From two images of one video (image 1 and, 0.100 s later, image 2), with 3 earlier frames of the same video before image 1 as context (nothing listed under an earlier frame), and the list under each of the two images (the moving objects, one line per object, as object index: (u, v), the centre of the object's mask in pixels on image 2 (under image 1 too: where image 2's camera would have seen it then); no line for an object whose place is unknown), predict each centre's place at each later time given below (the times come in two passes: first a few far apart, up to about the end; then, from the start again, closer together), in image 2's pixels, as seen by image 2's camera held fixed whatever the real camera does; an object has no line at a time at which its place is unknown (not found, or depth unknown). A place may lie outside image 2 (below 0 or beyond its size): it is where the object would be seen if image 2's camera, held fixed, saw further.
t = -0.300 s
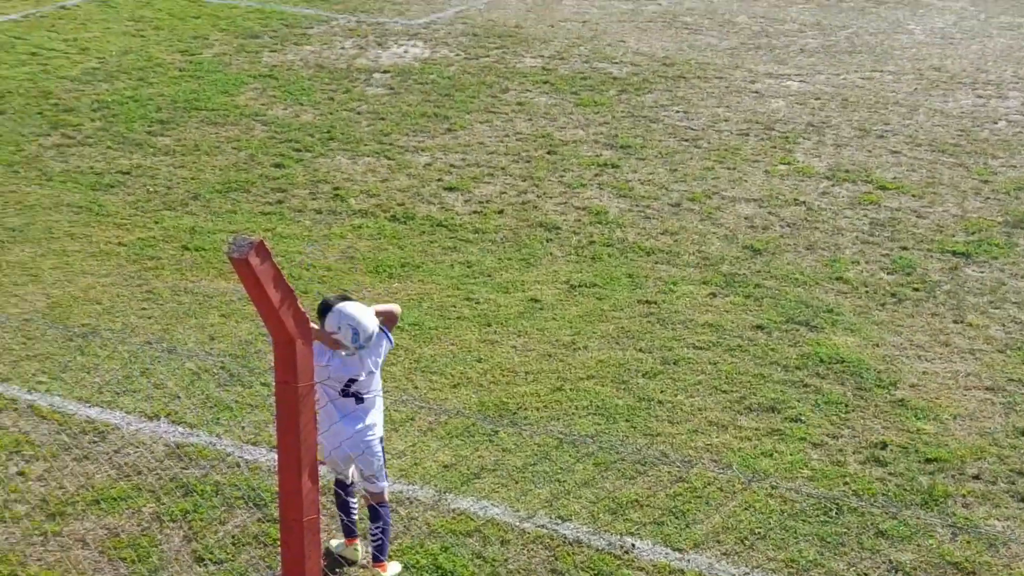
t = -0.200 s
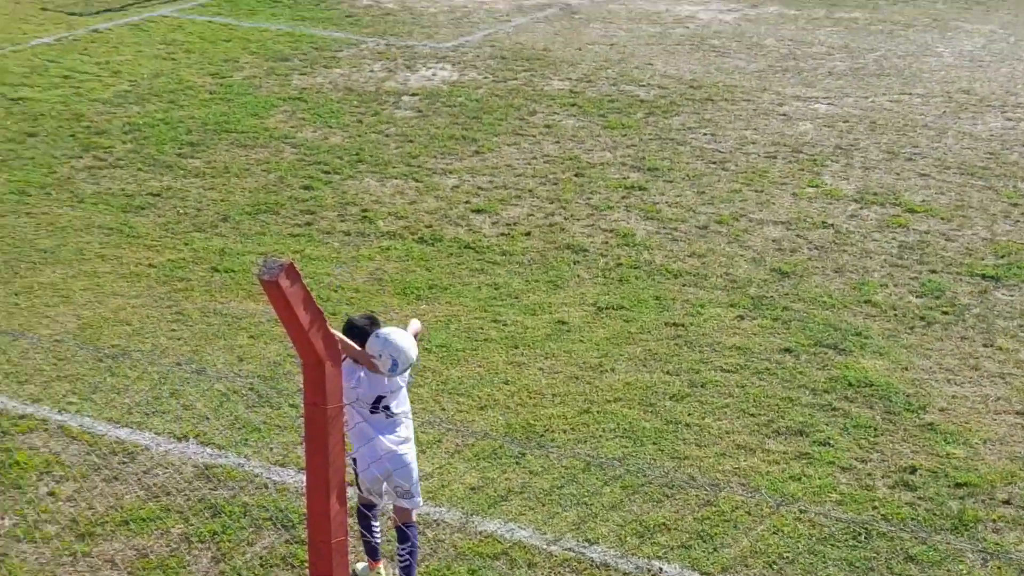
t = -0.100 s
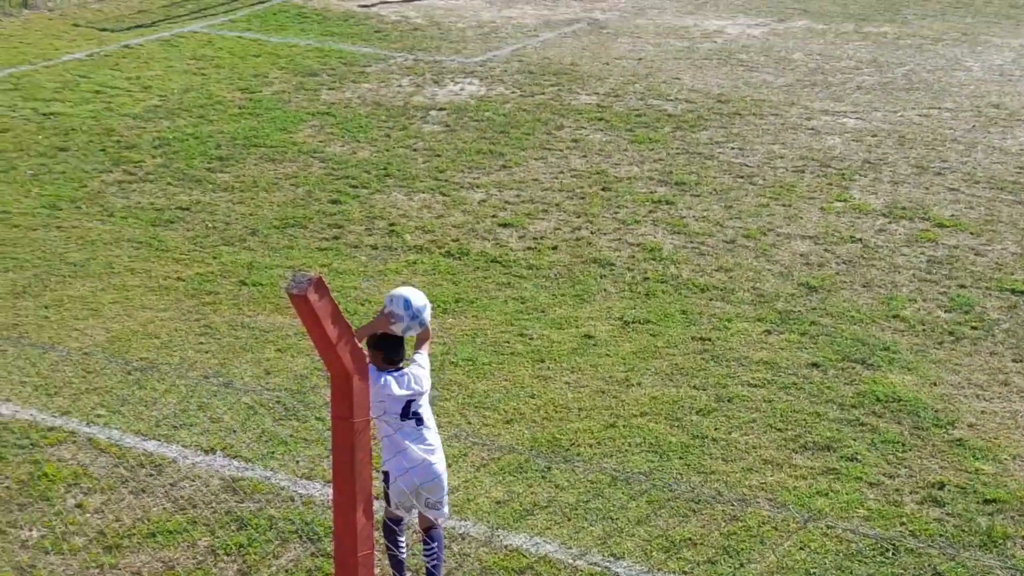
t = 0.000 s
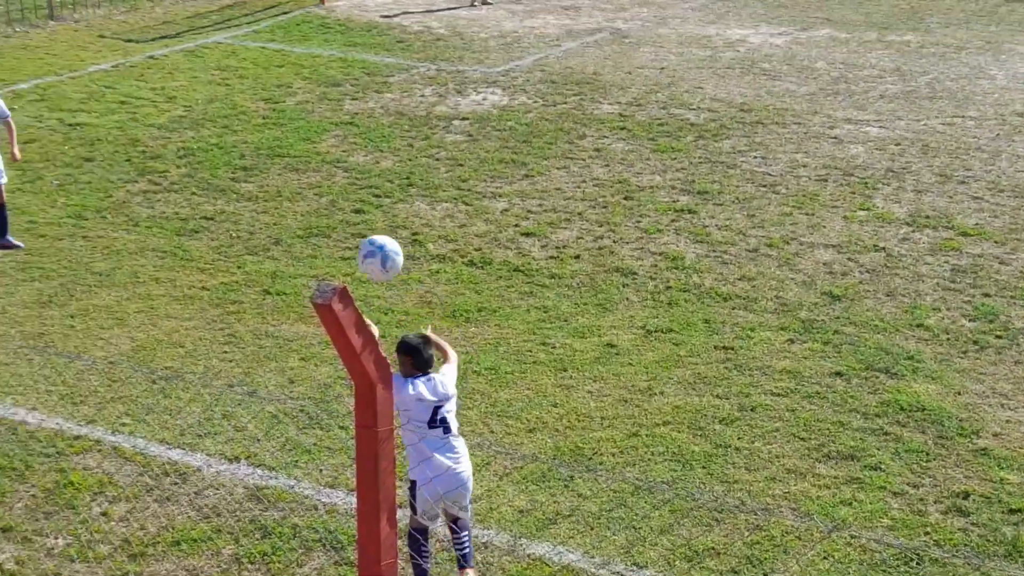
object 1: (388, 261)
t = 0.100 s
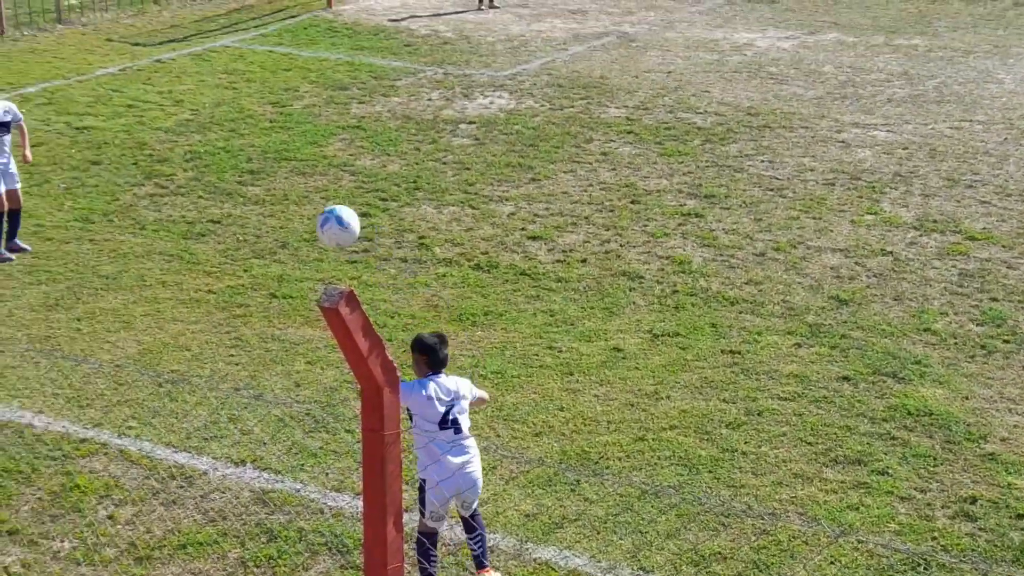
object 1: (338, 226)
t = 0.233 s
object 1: (285, 213)
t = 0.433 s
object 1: (228, 246)
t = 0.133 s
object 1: (322, 217)
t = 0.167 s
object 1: (309, 215)
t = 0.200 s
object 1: (296, 213)
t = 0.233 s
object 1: (285, 213)
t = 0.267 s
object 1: (274, 215)
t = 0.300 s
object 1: (264, 219)
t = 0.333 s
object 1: (254, 223)
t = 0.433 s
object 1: (228, 246)
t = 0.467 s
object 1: (220, 256)
